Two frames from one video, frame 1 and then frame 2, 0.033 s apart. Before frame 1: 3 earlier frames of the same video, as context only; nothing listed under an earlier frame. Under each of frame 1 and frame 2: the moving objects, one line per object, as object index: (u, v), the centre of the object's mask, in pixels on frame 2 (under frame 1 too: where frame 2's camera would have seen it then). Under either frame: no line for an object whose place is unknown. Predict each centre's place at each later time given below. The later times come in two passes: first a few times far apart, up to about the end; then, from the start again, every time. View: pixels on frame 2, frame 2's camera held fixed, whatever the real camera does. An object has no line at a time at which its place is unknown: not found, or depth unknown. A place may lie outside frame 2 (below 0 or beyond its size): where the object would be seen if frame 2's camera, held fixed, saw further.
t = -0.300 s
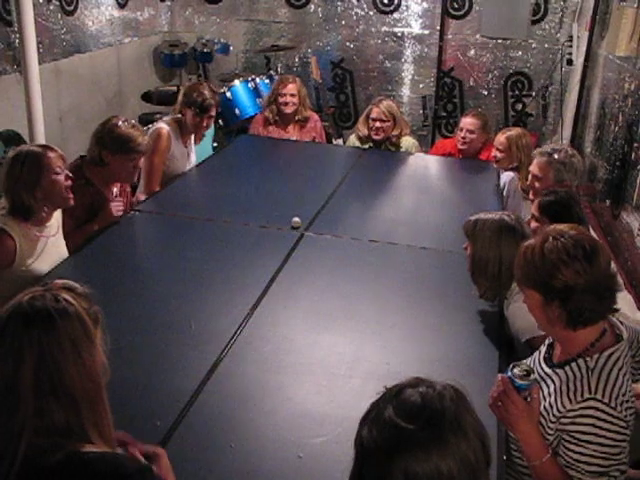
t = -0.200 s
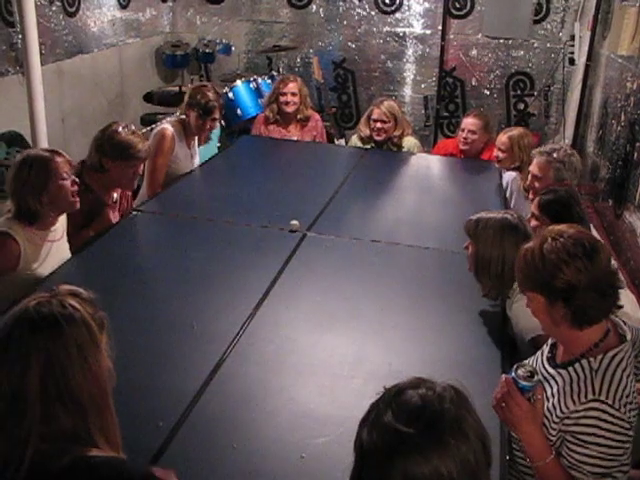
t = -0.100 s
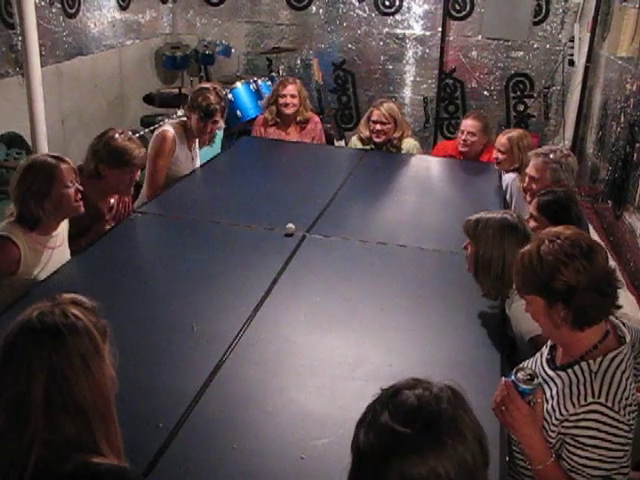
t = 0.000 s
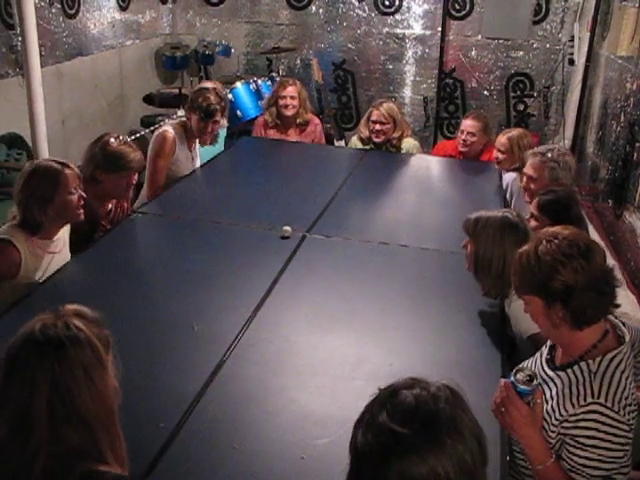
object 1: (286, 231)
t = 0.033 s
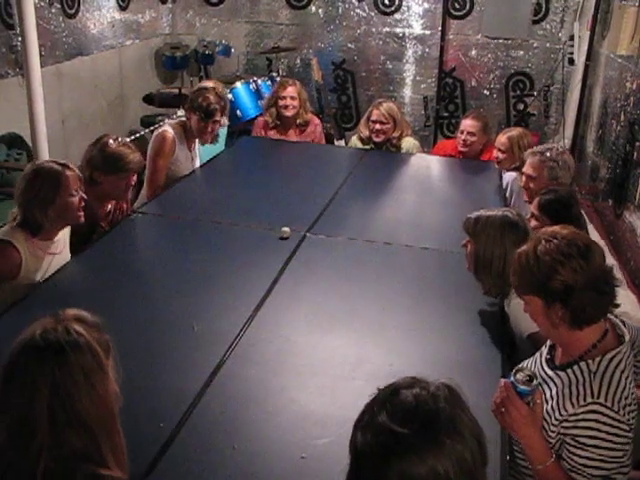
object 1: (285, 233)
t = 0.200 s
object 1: (278, 238)
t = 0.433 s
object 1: (266, 246)
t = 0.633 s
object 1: (254, 255)
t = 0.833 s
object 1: (240, 264)
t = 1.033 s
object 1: (225, 275)
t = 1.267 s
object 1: (203, 289)
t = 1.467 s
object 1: (180, 302)
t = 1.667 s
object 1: (158, 315)
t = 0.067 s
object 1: (284, 234)
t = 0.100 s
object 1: (282, 234)
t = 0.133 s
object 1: (281, 236)
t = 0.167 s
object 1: (279, 236)
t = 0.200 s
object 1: (278, 238)
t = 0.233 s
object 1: (276, 239)
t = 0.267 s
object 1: (274, 240)
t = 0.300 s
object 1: (272, 241)
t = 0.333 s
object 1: (271, 243)
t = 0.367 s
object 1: (269, 244)
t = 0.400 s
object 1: (268, 245)
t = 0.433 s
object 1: (266, 246)
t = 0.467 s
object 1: (264, 248)
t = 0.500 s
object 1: (262, 249)
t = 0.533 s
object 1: (260, 251)
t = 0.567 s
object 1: (258, 252)
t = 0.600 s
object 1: (256, 253)
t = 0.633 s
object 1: (254, 255)
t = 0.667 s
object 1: (252, 256)
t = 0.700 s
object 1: (249, 258)
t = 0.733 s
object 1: (247, 259)
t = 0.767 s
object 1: (245, 261)
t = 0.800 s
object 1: (242, 262)
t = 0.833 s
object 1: (240, 264)
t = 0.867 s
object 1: (238, 266)
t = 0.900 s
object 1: (235, 267)
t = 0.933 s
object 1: (233, 269)
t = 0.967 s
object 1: (230, 271)
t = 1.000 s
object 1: (228, 273)
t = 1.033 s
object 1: (225, 275)
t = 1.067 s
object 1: (222, 277)
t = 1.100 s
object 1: (219, 278)
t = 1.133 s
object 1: (216, 280)
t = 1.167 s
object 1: (213, 282)
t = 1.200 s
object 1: (210, 284)
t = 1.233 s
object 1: (206, 286)
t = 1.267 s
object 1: (203, 289)
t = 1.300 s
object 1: (200, 291)
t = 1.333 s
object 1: (196, 293)
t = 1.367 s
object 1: (192, 295)
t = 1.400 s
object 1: (188, 297)
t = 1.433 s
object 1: (184, 299)
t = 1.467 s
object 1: (180, 302)
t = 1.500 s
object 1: (175, 304)
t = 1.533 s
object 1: (172, 306)
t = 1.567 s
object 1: (168, 309)
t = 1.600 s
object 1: (164, 311)
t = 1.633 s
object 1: (160, 313)
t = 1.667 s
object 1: (158, 315)
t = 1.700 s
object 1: (156, 317)
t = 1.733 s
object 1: (154, 319)
